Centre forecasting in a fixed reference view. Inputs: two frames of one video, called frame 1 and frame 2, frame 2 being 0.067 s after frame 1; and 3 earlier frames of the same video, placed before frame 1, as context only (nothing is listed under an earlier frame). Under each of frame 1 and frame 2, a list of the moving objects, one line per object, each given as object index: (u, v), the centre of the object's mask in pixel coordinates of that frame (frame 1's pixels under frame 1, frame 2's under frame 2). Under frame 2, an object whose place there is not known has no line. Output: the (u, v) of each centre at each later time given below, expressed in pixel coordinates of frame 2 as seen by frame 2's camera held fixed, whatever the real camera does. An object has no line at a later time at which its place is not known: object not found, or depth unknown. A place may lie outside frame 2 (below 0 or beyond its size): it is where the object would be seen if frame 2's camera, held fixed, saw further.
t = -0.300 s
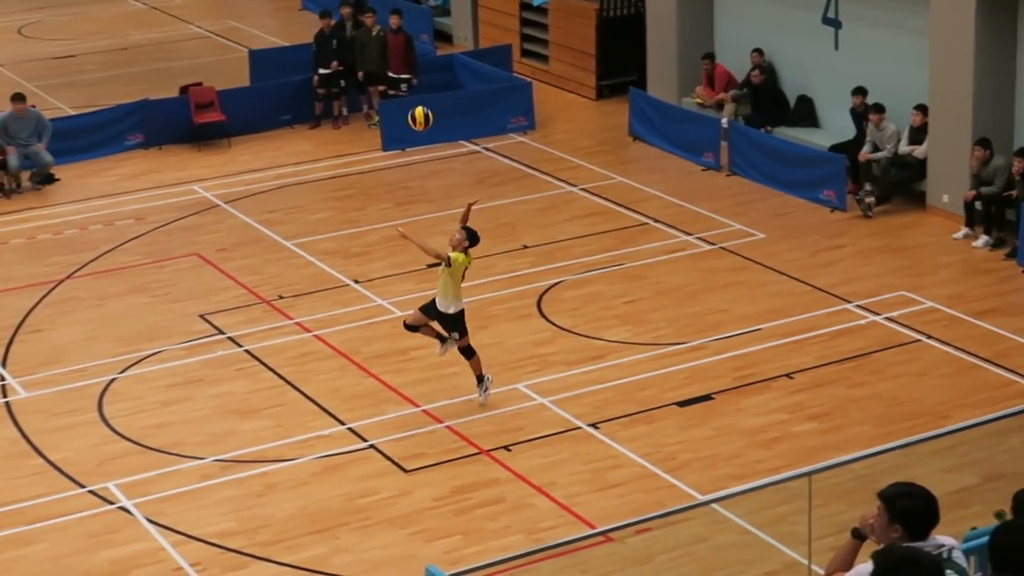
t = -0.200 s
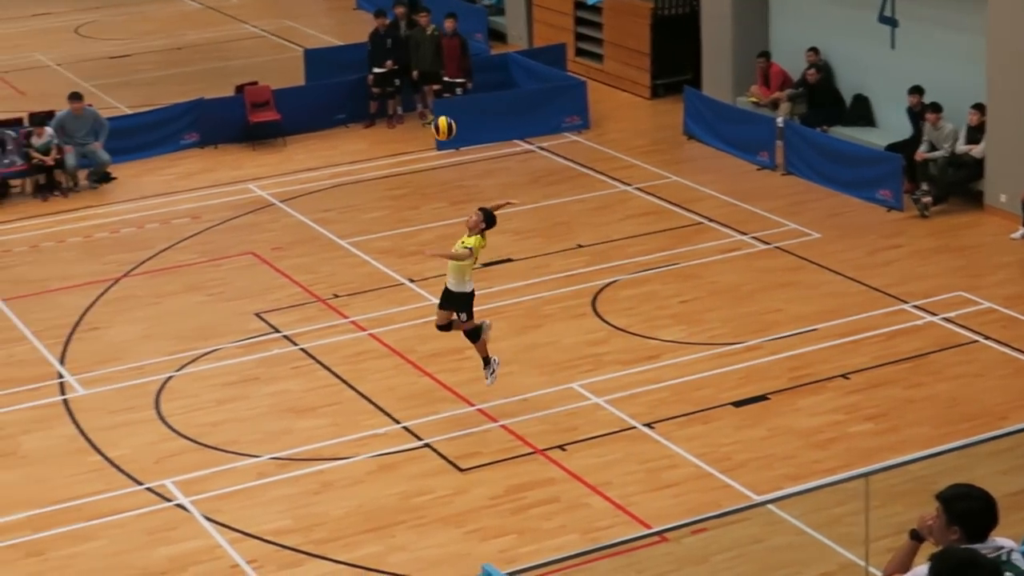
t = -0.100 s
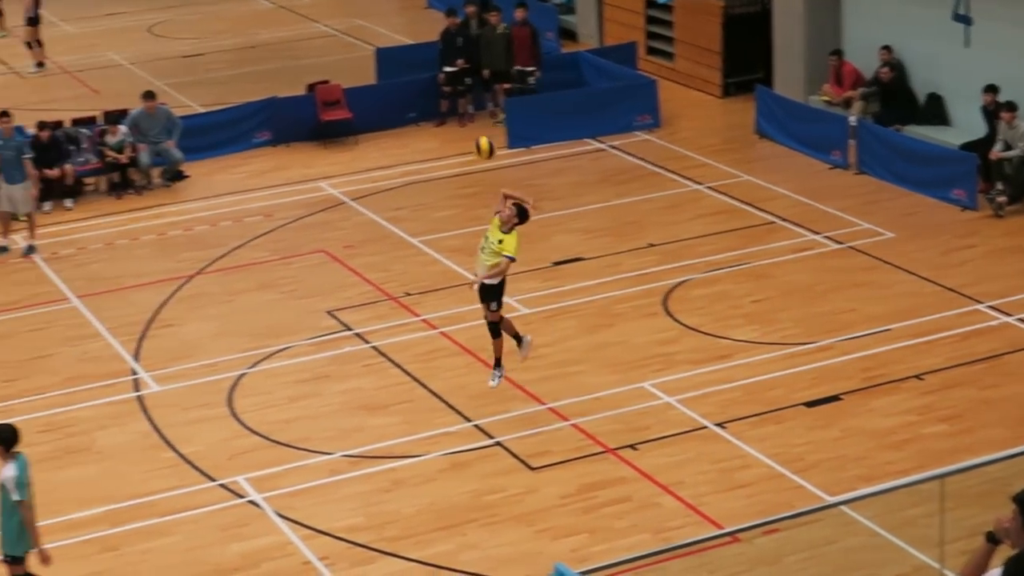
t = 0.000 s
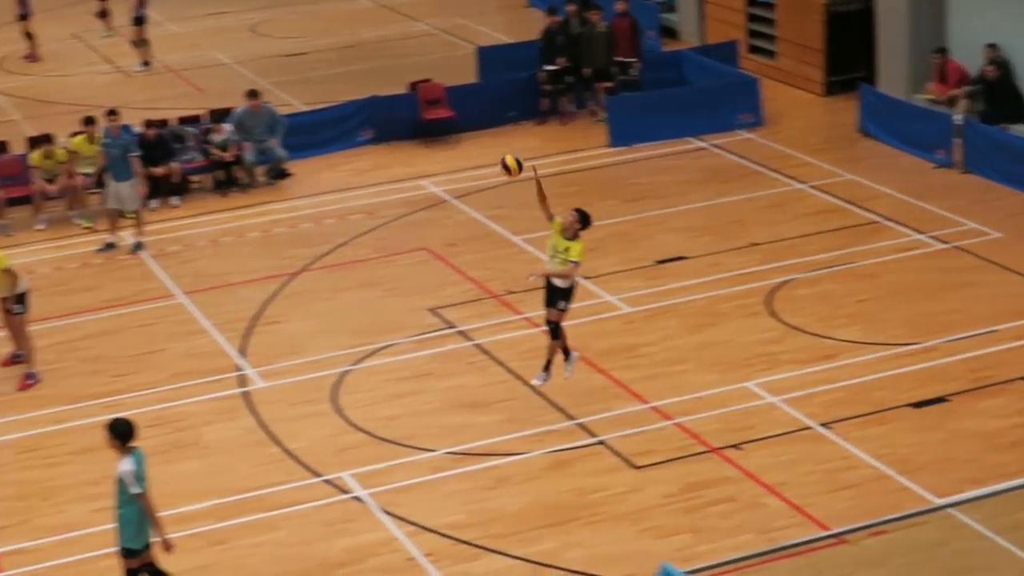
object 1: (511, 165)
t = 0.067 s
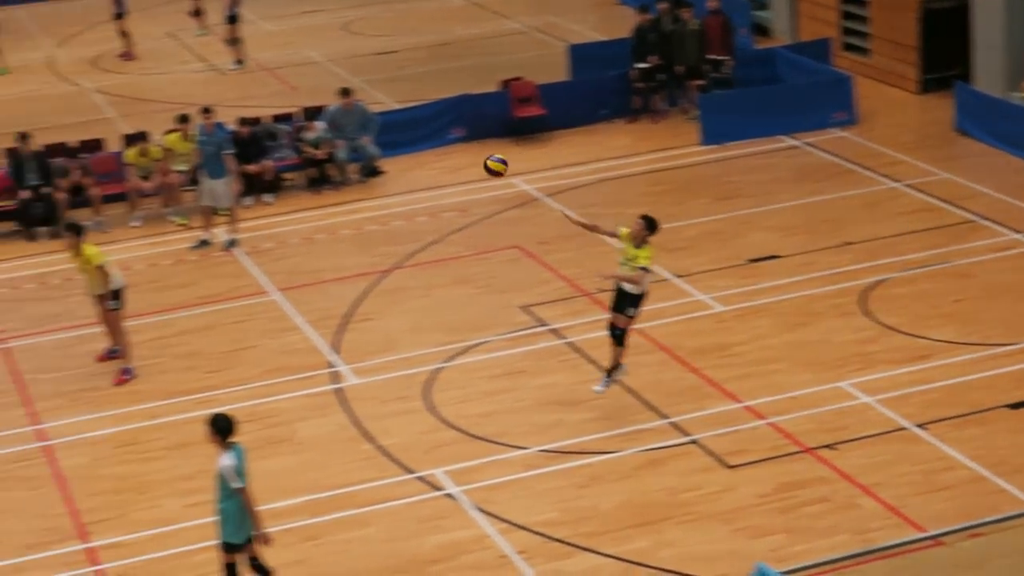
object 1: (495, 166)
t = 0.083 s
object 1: (468, 167)
